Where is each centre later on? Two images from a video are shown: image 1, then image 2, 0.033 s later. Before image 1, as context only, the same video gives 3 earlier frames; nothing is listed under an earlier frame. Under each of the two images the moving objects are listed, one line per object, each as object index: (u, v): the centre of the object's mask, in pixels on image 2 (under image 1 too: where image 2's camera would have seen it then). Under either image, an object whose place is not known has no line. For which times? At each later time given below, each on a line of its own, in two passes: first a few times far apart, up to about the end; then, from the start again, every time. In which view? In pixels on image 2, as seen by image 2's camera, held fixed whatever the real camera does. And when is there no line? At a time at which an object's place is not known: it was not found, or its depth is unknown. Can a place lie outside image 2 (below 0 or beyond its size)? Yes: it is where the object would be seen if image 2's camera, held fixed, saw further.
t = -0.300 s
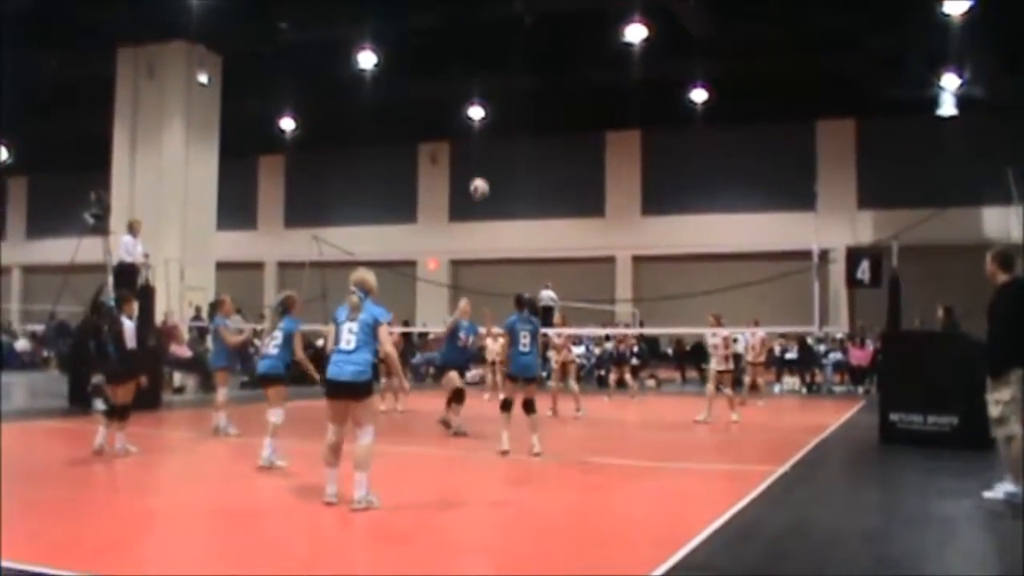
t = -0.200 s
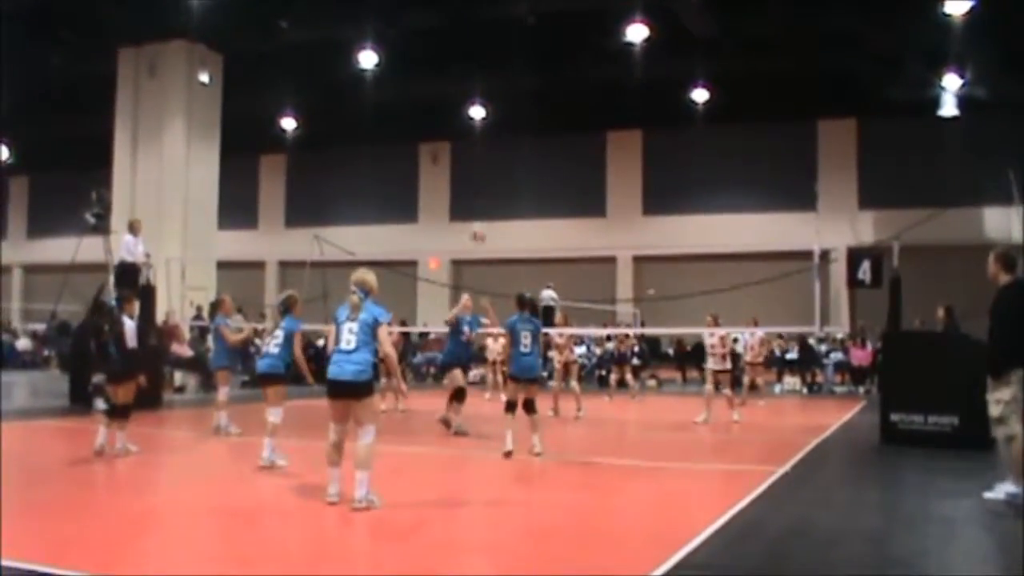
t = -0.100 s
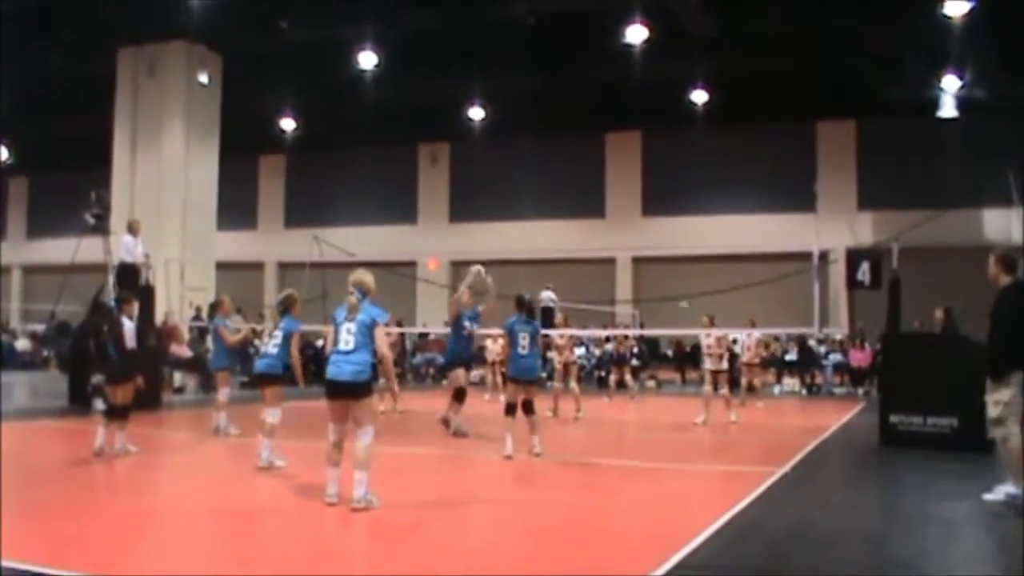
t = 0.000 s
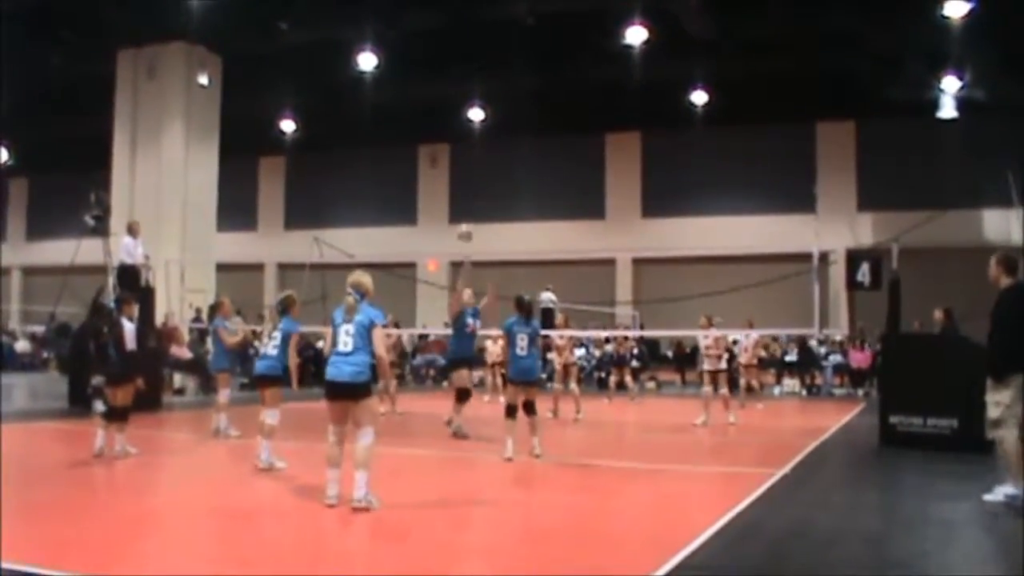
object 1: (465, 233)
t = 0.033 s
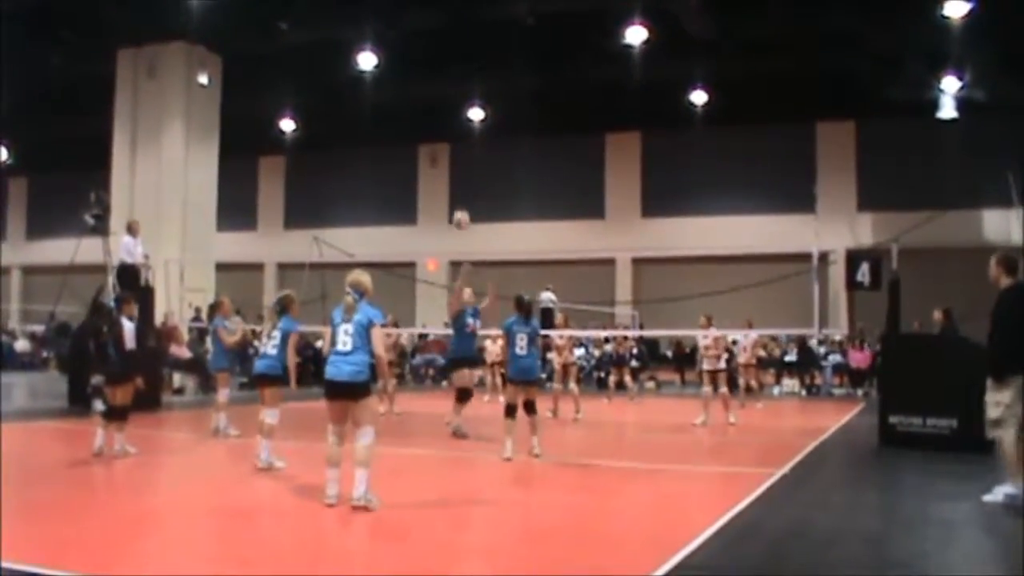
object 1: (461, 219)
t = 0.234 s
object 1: (438, 166)
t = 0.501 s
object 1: (408, 149)
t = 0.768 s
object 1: (376, 190)
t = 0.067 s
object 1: (457, 208)
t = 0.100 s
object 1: (453, 199)
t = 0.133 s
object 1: (450, 189)
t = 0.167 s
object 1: (446, 179)
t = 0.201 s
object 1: (443, 171)
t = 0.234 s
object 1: (438, 166)
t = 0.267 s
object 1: (435, 160)
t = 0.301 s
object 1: (430, 154)
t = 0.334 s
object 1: (427, 154)
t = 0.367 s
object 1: (424, 151)
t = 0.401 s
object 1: (419, 148)
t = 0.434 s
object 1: (415, 148)
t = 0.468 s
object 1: (412, 149)
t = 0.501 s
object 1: (408, 149)
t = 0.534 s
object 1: (403, 152)
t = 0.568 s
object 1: (400, 155)
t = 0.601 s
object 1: (396, 158)
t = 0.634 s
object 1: (392, 163)
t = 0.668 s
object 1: (388, 168)
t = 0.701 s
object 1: (384, 174)
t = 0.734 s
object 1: (381, 181)
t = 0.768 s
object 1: (376, 190)
